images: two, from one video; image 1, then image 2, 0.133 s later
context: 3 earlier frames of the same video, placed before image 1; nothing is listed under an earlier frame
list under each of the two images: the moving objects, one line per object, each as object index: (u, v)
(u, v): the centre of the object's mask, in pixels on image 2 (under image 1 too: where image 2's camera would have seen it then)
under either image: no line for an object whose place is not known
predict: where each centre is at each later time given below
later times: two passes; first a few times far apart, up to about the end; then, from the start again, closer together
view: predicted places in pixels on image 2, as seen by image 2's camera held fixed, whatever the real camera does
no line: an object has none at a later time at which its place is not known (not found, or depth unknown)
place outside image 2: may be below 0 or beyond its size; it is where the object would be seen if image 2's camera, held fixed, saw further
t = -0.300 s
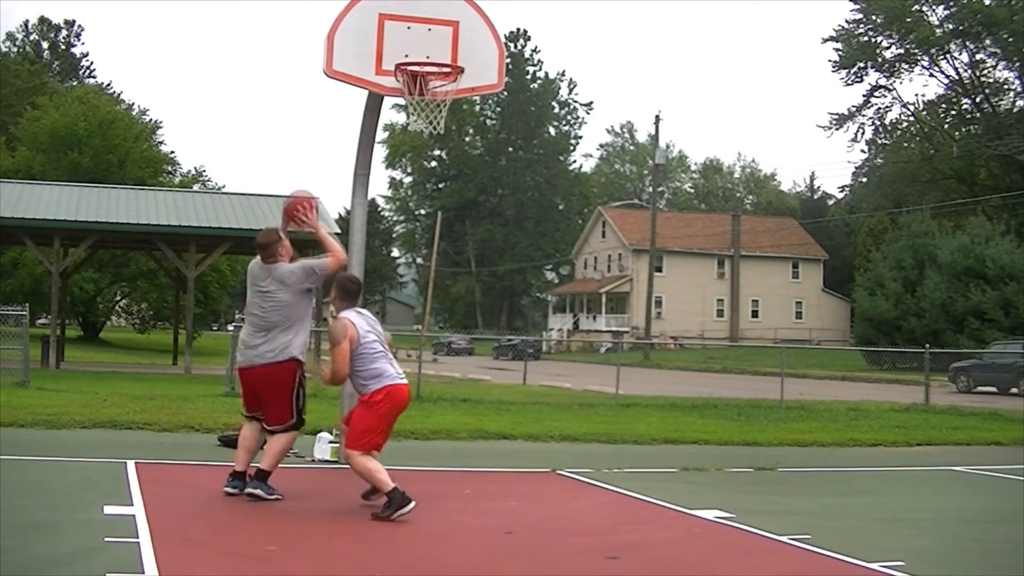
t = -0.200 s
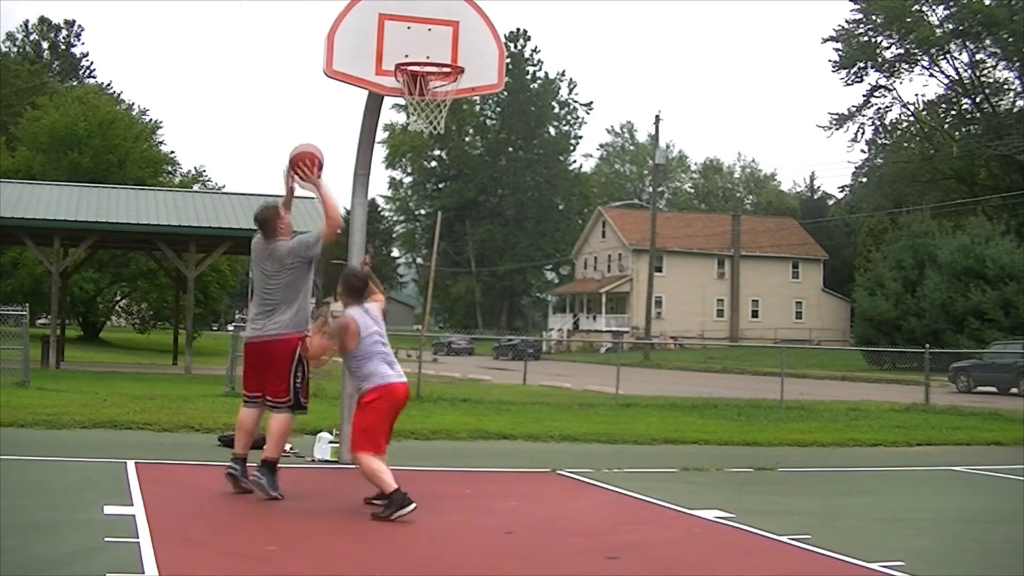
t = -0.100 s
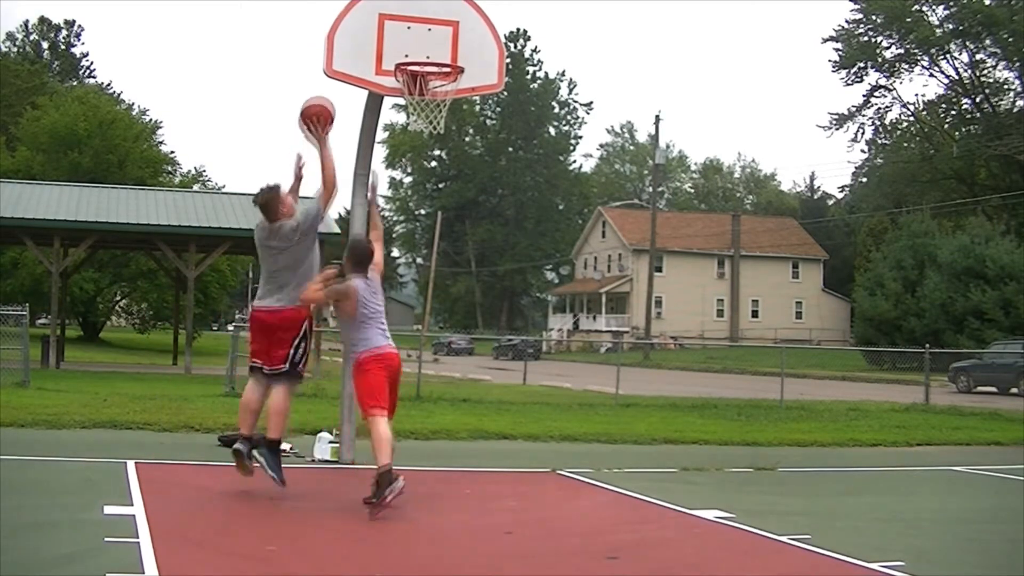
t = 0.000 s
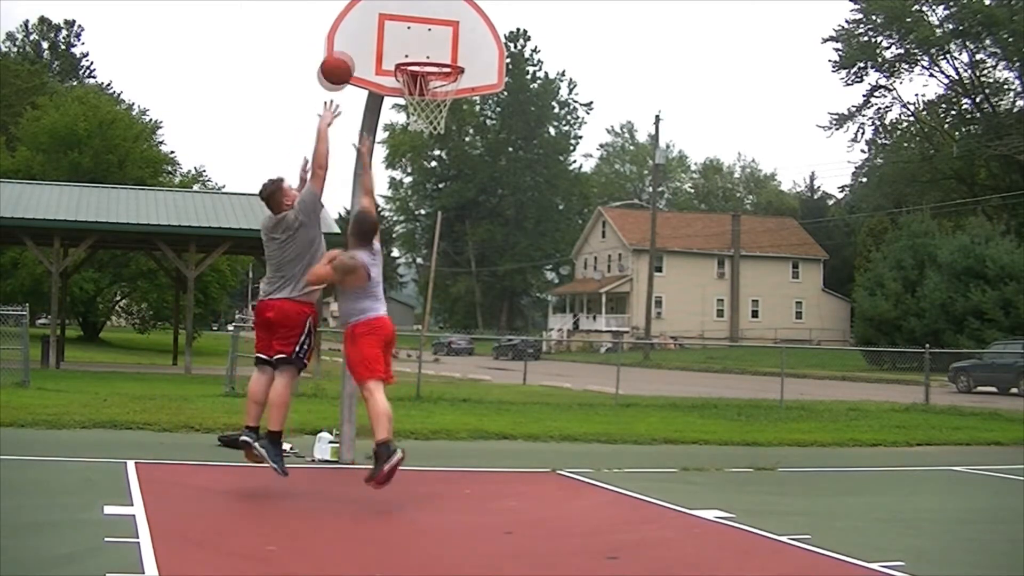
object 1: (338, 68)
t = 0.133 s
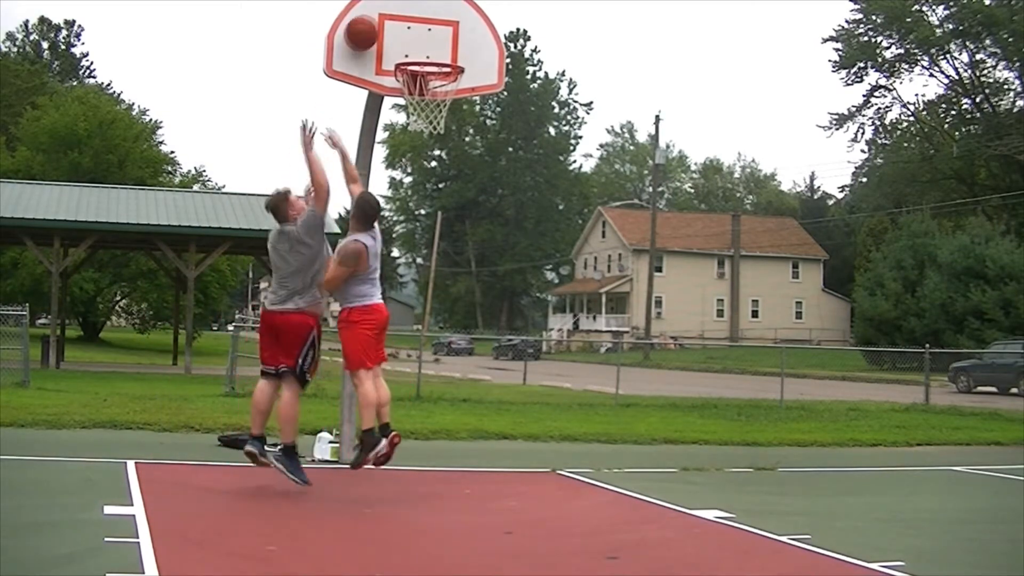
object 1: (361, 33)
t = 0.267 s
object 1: (387, 33)
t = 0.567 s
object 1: (444, 83)
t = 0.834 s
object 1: (457, 131)
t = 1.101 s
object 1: (458, 258)
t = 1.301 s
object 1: (456, 416)
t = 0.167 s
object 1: (368, 30)
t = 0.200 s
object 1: (375, 29)
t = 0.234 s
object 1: (381, 30)
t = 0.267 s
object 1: (387, 33)
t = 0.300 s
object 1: (394, 37)
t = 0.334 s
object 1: (401, 41)
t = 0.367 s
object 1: (407, 47)
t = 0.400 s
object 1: (413, 50)
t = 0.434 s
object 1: (419, 51)
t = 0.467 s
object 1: (425, 53)
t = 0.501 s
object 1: (434, 66)
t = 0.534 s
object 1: (439, 73)
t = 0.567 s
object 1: (444, 83)
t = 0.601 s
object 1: (449, 91)
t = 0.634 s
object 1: (452, 96)
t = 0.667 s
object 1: (454, 101)
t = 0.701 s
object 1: (455, 104)
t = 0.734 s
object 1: (454, 117)
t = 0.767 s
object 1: (455, 119)
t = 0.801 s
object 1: (457, 124)
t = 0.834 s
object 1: (457, 131)
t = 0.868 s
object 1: (458, 141)
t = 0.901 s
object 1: (459, 153)
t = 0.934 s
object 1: (458, 166)
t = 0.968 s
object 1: (458, 182)
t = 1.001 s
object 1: (458, 198)
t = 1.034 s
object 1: (458, 217)
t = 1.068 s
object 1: (459, 235)
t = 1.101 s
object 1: (458, 258)
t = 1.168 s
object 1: (458, 312)
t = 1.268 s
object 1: (457, 384)
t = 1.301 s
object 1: (456, 416)
